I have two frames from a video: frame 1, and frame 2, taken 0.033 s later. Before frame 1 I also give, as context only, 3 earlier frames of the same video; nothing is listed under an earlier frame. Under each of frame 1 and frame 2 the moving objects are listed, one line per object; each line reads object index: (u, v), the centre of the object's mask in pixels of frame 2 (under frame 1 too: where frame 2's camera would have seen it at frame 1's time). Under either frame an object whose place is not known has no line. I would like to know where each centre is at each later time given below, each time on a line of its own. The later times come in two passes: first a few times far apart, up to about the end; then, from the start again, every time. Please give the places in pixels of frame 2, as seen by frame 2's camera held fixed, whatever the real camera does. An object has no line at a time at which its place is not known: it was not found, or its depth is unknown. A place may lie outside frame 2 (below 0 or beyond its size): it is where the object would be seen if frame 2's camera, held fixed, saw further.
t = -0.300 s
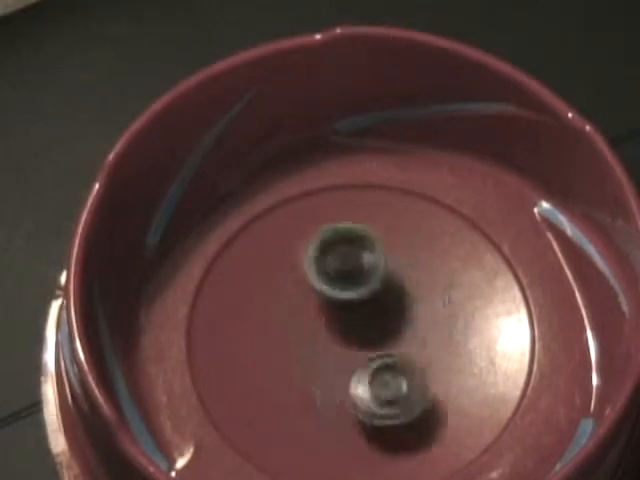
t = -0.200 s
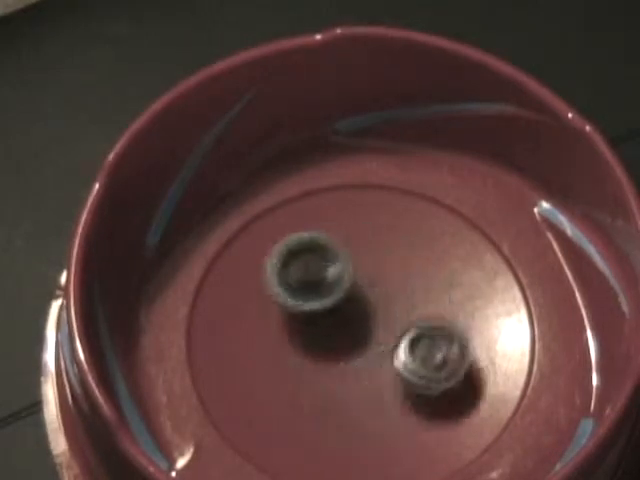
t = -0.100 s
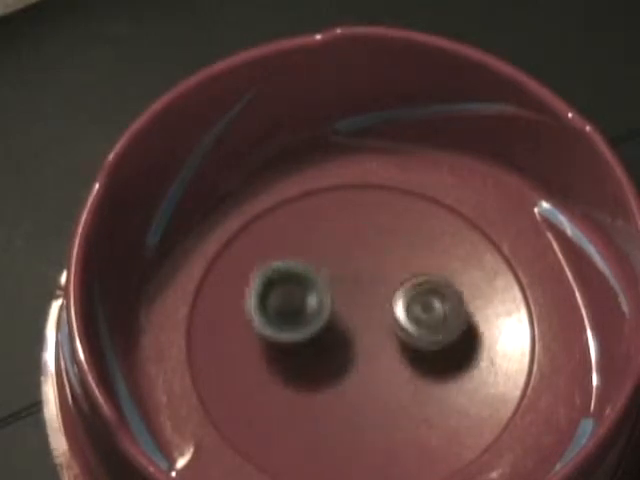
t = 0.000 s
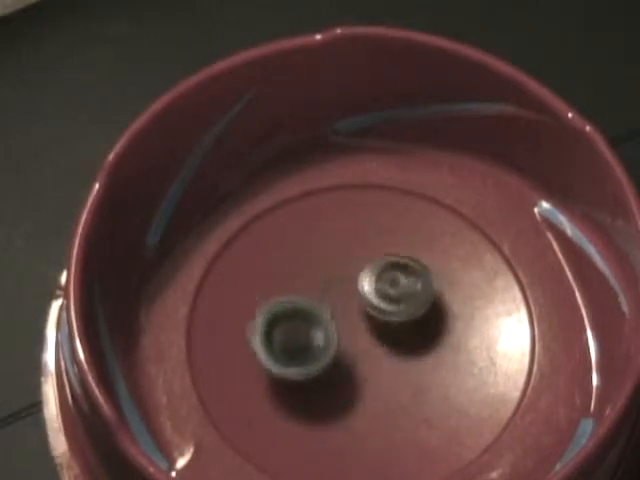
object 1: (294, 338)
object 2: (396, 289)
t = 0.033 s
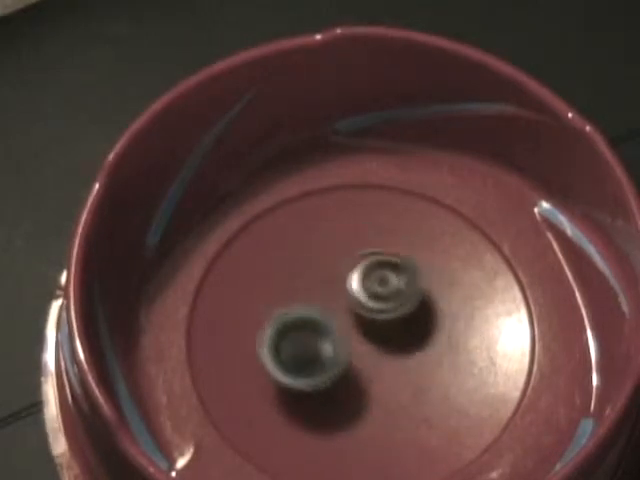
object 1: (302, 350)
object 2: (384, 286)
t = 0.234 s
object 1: (382, 370)
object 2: (342, 308)
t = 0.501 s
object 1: (435, 291)
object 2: (348, 355)
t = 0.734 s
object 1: (358, 258)
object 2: (383, 355)
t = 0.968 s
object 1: (282, 325)
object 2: (390, 331)
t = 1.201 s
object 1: (284, 403)
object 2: (403, 314)
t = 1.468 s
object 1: (400, 391)
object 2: (391, 309)
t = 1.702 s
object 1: (453, 327)
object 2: (343, 303)
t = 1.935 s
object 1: (415, 251)
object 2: (326, 335)
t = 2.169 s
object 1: (323, 271)
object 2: (354, 355)
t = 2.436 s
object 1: (325, 371)
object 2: (387, 341)
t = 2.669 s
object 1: (406, 392)
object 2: (369, 318)
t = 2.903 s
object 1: (435, 323)
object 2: (351, 317)
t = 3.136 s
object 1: (388, 260)
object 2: (336, 348)
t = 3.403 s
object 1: (304, 281)
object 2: (375, 357)
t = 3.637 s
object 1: (327, 357)
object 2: (381, 322)
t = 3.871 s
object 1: (409, 366)
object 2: (348, 316)
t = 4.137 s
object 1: (430, 295)
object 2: (355, 337)
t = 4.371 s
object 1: (354, 264)
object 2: (372, 344)
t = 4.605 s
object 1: (300, 322)
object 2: (379, 343)
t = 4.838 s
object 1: (355, 384)
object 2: (373, 321)
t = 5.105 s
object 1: (437, 355)
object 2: (352, 318)
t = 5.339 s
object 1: (401, 285)
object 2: (350, 337)
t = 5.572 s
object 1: (320, 264)
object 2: (373, 357)
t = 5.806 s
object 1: (288, 326)
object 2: (386, 336)
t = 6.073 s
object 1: (377, 369)
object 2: (360, 312)
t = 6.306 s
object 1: (441, 318)
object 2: (342, 332)
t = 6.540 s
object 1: (402, 265)
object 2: (359, 342)
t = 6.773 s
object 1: (329, 260)
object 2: (376, 356)
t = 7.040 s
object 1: (289, 328)
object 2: (383, 347)
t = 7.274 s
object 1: (306, 398)
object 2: (410, 325)
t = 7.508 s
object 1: (371, 425)
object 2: (408, 293)
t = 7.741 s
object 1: (420, 357)
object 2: (369, 308)
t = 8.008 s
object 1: (407, 271)
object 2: (344, 325)
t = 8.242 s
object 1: (342, 249)
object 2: (354, 343)
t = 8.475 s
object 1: (304, 300)
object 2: (367, 346)
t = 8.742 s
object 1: (274, 334)
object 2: (413, 363)
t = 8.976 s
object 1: (346, 365)
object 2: (416, 342)
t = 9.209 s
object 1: (344, 348)
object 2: (412, 340)
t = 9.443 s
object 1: (304, 312)
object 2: (365, 359)
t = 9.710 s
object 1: (270, 277)
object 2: (328, 348)
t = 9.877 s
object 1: (269, 251)
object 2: (324, 330)
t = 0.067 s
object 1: (314, 359)
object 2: (374, 286)
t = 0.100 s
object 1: (328, 365)
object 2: (365, 288)
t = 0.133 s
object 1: (341, 369)
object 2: (358, 292)
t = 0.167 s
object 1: (356, 371)
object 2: (352, 296)
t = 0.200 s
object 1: (370, 372)
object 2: (347, 302)
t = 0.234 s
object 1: (382, 370)
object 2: (342, 308)
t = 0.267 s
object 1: (396, 365)
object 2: (338, 314)
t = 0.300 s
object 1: (407, 357)
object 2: (335, 321)
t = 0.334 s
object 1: (421, 349)
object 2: (335, 327)
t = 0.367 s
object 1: (430, 339)
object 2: (336, 333)
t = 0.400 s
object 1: (436, 326)
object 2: (338, 339)
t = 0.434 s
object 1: (440, 312)
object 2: (342, 346)
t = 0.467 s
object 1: (438, 301)
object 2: (345, 351)
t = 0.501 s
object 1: (435, 291)
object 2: (348, 355)
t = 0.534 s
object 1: (429, 278)
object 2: (354, 358)
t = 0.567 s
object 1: (420, 268)
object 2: (359, 361)
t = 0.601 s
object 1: (409, 260)
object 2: (364, 361)
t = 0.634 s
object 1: (398, 255)
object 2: (370, 360)
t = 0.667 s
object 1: (383, 254)
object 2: (376, 360)
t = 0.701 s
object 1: (371, 254)
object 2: (380, 358)
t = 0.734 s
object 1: (358, 258)
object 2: (383, 355)
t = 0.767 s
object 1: (346, 265)
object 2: (383, 352)
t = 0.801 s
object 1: (335, 274)
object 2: (383, 348)
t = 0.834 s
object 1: (325, 284)
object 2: (380, 347)
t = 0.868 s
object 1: (318, 295)
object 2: (379, 343)
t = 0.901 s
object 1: (314, 306)
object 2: (378, 337)
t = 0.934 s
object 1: (303, 318)
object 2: (381, 332)
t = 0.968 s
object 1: (282, 325)
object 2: (390, 331)
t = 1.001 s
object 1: (270, 332)
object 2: (397, 331)
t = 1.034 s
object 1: (263, 341)
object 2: (402, 331)
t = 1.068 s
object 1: (262, 354)
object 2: (405, 327)
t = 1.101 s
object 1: (262, 367)
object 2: (406, 325)
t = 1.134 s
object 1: (267, 380)
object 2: (406, 322)
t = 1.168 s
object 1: (274, 392)
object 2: (404, 318)
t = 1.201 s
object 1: (284, 403)
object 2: (403, 314)
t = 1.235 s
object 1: (295, 412)
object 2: (402, 311)
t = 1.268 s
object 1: (309, 419)
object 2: (401, 308)
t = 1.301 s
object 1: (326, 422)
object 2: (401, 306)
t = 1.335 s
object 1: (342, 421)
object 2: (400, 306)
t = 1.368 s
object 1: (359, 419)
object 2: (398, 306)
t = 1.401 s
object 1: (373, 413)
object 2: (396, 306)
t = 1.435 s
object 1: (387, 403)
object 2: (393, 307)
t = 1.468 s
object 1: (400, 391)
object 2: (391, 309)
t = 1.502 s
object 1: (409, 379)
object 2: (386, 310)
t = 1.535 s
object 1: (415, 365)
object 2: (379, 308)
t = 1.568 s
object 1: (421, 354)
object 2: (374, 310)
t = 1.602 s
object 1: (434, 352)
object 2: (369, 309)
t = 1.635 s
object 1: (444, 346)
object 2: (359, 305)
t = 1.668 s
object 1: (450, 338)
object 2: (350, 303)
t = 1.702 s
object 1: (453, 327)
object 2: (343, 303)
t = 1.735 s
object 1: (454, 314)
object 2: (338, 305)
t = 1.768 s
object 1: (453, 302)
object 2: (333, 309)
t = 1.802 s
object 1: (451, 292)
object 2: (330, 313)
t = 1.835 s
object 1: (444, 280)
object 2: (328, 320)
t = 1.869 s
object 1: (436, 269)
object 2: (327, 324)
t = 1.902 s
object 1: (425, 259)
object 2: (326, 330)
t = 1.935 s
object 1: (415, 251)
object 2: (326, 335)
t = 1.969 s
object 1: (401, 245)
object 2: (328, 340)
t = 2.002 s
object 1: (388, 242)
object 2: (331, 344)
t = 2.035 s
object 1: (374, 243)
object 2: (334, 348)
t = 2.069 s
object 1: (360, 245)
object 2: (339, 350)
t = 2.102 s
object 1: (347, 251)
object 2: (344, 352)
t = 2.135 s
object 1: (336, 260)
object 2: (348, 354)
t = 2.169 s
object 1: (323, 271)
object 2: (354, 355)
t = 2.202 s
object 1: (315, 283)
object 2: (358, 356)
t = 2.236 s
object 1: (310, 295)
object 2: (363, 356)
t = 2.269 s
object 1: (307, 307)
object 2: (368, 357)
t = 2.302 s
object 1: (306, 321)
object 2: (374, 355)
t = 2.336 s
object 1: (308, 334)
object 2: (380, 353)
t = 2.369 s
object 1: (312, 347)
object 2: (384, 350)
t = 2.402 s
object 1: (317, 360)
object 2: (386, 346)
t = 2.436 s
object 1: (325, 371)
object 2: (387, 341)
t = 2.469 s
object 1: (334, 379)
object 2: (387, 337)
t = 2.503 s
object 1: (345, 386)
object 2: (385, 333)
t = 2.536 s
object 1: (357, 392)
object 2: (382, 329)
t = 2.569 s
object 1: (370, 395)
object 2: (378, 326)
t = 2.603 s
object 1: (382, 396)
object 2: (375, 324)
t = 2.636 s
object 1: (395, 395)
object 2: (372, 321)
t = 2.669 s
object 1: (406, 392)
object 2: (369, 318)
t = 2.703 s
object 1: (417, 386)
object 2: (366, 316)
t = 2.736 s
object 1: (427, 379)
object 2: (363, 314)
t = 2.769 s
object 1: (434, 370)
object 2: (361, 313)
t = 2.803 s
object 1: (438, 359)
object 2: (358, 312)
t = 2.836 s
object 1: (440, 347)
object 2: (355, 313)
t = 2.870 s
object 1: (439, 335)
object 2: (353, 315)
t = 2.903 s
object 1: (435, 323)
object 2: (351, 317)
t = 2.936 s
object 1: (430, 313)
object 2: (349, 319)
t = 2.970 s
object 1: (420, 303)
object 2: (348, 322)
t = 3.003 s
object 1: (409, 294)
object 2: (347, 326)
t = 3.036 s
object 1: (404, 284)
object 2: (346, 330)
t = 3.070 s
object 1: (401, 274)
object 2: (341, 338)
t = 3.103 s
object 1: (396, 267)
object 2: (337, 343)
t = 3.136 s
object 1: (388, 260)
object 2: (336, 348)
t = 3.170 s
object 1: (377, 256)
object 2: (337, 351)
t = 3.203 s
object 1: (364, 253)
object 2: (340, 352)
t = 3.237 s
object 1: (352, 253)
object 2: (346, 355)
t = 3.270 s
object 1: (340, 254)
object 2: (351, 356)
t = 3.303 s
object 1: (328, 258)
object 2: (358, 357)
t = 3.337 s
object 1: (318, 265)
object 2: (364, 358)
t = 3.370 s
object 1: (310, 272)
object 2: (370, 358)
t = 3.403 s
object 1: (304, 281)
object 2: (375, 357)
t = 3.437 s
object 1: (300, 293)
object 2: (379, 355)
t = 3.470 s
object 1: (298, 304)
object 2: (382, 353)
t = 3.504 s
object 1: (299, 316)
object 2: (383, 346)
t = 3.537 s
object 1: (303, 328)
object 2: (383, 342)
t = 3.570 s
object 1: (309, 338)
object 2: (384, 336)
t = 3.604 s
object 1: (318, 348)
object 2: (384, 329)
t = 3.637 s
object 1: (327, 357)
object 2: (381, 322)
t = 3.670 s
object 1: (338, 364)
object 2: (376, 316)
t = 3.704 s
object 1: (350, 370)
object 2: (369, 312)
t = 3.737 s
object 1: (363, 373)
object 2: (364, 310)
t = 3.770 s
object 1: (375, 374)
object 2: (359, 311)
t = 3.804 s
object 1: (387, 373)
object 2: (354, 312)
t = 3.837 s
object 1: (399, 370)
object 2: (350, 314)
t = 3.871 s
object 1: (409, 366)
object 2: (348, 316)
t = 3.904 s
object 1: (420, 360)
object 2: (346, 319)
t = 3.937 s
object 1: (429, 353)
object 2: (344, 322)
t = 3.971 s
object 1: (436, 344)
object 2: (342, 325)
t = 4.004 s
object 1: (442, 333)
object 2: (342, 328)
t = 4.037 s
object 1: (442, 323)
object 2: (344, 332)
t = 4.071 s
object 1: (441, 312)
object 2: (345, 335)
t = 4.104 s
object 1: (437, 303)
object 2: (350, 336)
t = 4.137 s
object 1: (430, 295)
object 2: (355, 337)
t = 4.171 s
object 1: (421, 286)
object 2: (360, 338)
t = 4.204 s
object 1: (411, 279)
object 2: (363, 338)
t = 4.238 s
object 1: (400, 275)
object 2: (366, 339)
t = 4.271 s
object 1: (387, 273)
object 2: (369, 340)
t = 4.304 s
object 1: (376, 266)
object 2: (369, 342)
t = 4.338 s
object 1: (366, 263)
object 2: (370, 344)
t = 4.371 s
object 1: (354, 264)
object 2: (372, 344)
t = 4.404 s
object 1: (341, 267)
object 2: (373, 346)
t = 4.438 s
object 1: (331, 271)
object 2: (374, 346)
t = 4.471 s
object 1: (320, 278)
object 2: (375, 346)
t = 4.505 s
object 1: (311, 288)
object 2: (376, 346)
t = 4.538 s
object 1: (305, 297)
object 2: (377, 345)
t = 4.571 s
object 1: (301, 310)
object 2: (378, 344)
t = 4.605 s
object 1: (300, 322)
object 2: (379, 343)
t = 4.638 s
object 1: (302, 332)
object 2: (380, 340)
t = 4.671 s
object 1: (306, 342)
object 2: (380, 337)
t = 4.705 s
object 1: (313, 352)
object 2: (381, 333)
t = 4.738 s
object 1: (323, 362)
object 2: (380, 330)
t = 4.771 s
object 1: (333, 370)
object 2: (378, 327)
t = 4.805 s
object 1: (346, 378)
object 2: (375, 324)
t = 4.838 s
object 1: (355, 384)
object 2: (373, 321)
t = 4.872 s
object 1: (367, 388)
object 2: (370, 319)
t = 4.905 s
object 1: (379, 389)
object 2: (368, 318)
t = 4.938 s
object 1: (391, 387)
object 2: (366, 316)
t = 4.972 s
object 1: (403, 384)
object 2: (364, 315)
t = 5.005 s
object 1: (414, 378)
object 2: (361, 315)
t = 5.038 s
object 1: (423, 373)
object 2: (358, 315)
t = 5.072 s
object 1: (431, 364)
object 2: (356, 316)
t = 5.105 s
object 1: (437, 355)
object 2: (352, 318)
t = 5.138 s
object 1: (440, 343)
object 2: (350, 320)
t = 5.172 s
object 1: (440, 332)
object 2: (348, 323)
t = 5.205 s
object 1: (436, 320)
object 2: (347, 325)
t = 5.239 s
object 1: (432, 310)
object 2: (346, 327)
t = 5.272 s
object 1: (422, 300)
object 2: (346, 331)
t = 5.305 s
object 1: (412, 292)
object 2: (348, 334)
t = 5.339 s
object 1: (401, 285)
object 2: (350, 337)
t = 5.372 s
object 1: (388, 278)
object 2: (355, 338)
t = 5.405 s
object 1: (375, 275)
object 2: (360, 341)
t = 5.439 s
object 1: (366, 267)
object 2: (363, 345)
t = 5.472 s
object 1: (356, 262)
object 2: (365, 349)
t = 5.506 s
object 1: (344, 260)
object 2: (367, 352)
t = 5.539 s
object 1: (331, 262)
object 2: (370, 355)
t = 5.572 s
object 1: (320, 264)
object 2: (373, 357)
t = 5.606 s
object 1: (309, 269)
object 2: (378, 356)
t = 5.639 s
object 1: (301, 275)
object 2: (381, 355)
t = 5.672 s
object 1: (292, 283)
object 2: (384, 352)
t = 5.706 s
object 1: (287, 293)
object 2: (386, 348)
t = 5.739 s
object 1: (285, 305)
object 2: (387, 345)
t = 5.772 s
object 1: (286, 315)
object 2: (387, 340)
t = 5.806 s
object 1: (288, 326)
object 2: (386, 336)
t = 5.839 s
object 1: (292, 336)
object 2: (384, 332)
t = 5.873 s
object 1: (301, 347)
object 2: (382, 328)
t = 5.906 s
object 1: (312, 355)
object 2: (381, 325)
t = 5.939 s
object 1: (324, 361)
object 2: (379, 320)
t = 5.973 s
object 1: (337, 366)
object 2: (377, 316)
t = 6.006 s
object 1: (351, 369)
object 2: (372, 313)
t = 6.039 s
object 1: (365, 371)
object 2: (366, 312)
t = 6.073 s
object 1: (377, 369)
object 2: (360, 312)
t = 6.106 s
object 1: (388, 367)
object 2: (355, 315)
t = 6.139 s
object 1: (401, 361)
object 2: (350, 318)
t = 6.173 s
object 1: (412, 355)
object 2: (348, 321)
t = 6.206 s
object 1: (421, 348)
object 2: (346, 324)
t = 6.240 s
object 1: (430, 339)
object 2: (345, 326)
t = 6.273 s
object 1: (438, 329)
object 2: (343, 329)
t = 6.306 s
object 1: (441, 318)
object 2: (342, 332)
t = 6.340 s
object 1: (442, 307)
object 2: (342, 334)
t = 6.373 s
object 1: (440, 299)
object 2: (343, 337)
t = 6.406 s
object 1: (436, 290)
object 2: (345, 339)
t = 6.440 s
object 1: (430, 282)
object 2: (348, 341)
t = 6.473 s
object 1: (422, 274)
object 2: (352, 342)
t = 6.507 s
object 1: (413, 268)
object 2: (356, 342)
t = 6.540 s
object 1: (402, 265)
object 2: (359, 342)
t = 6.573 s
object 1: (390, 264)
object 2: (361, 343)
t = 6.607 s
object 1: (379, 266)
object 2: (364, 342)
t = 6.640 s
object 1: (368, 270)
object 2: (366, 342)
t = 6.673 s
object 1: (358, 274)
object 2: (370, 341)
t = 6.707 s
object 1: (348, 267)
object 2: (371, 345)
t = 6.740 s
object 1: (337, 261)
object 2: (373, 350)
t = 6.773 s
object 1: (329, 260)
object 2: (376, 356)
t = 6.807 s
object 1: (319, 264)
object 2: (379, 359)
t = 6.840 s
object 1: (308, 270)
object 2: (381, 360)
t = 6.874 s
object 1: (301, 277)
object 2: (382, 360)
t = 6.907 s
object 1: (294, 286)
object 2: (383, 359)
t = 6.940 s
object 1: (289, 296)
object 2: (383, 357)
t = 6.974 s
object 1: (287, 306)
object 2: (383, 354)
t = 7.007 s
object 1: (287, 317)
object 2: (383, 351)
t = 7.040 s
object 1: (289, 328)
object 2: (383, 347)
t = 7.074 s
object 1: (293, 338)
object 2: (382, 344)
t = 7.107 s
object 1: (300, 348)
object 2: (381, 345)
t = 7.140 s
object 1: (310, 358)
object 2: (382, 343)
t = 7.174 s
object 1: (321, 364)
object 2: (384, 341)
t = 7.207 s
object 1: (323, 377)
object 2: (386, 337)
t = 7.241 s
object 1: (309, 391)
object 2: (399, 330)
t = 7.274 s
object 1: (306, 398)
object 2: (410, 325)
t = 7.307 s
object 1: (307, 405)
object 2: (415, 319)
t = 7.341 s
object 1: (313, 411)
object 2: (419, 313)
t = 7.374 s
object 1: (322, 418)
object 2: (419, 307)
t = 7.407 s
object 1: (334, 422)
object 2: (417, 303)
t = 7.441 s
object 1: (346, 424)
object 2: (415, 299)
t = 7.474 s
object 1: (359, 425)
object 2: (412, 295)
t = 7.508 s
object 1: (371, 425)
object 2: (408, 293)
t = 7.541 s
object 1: (383, 420)
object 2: (403, 293)
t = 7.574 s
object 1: (394, 412)
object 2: (397, 293)
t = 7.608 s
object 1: (404, 405)
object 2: (392, 294)
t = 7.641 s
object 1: (411, 392)
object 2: (387, 297)
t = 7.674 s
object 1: (416, 380)
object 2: (381, 301)
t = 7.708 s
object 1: (419, 368)
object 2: (375, 305)
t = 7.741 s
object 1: (420, 357)
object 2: (369, 308)
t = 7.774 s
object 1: (420, 343)
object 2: (361, 313)
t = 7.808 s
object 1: (421, 332)
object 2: (354, 317)
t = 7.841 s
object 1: (425, 325)
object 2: (351, 318)
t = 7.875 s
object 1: (426, 315)
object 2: (348, 318)
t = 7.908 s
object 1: (424, 304)
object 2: (346, 319)
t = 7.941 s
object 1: (420, 292)
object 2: (344, 321)
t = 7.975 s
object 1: (414, 282)
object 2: (344, 324)
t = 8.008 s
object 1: (407, 271)
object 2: (344, 325)
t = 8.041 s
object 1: (400, 264)
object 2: (344, 327)
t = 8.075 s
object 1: (391, 256)
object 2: (344, 333)
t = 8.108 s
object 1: (381, 251)
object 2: (345, 336)
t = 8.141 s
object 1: (371, 247)
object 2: (347, 338)
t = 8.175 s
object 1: (362, 246)
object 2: (349, 339)
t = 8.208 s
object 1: (352, 246)
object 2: (352, 341)
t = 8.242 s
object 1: (342, 249)
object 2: (354, 343)
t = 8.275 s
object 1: (335, 252)
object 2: (356, 344)
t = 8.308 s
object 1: (326, 258)
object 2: (357, 345)
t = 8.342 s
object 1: (320, 266)
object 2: (358, 345)
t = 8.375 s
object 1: (314, 274)
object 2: (360, 344)
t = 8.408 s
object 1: (310, 285)
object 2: (361, 345)
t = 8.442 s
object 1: (309, 294)
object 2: (363, 345)
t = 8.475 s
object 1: (304, 300)
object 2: (367, 346)
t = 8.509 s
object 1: (288, 294)
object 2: (376, 354)
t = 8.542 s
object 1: (278, 291)
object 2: (388, 361)
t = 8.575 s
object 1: (273, 293)
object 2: (395, 366)
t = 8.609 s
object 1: (269, 300)
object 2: (400, 367)
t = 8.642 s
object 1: (268, 308)
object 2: (404, 367)
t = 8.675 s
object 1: (267, 316)
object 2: (408, 367)
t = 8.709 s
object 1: (270, 326)
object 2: (410, 364)
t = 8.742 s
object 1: (274, 334)
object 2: (413, 363)
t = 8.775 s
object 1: (280, 342)
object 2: (415, 362)
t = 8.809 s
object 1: (288, 349)
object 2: (416, 359)
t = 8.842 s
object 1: (297, 357)
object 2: (416, 357)
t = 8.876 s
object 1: (309, 360)
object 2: (415, 354)
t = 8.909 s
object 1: (319, 364)
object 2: (415, 350)
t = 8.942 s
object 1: (331, 365)
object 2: (414, 347)
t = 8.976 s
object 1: (346, 365)
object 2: (416, 342)
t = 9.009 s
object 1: (354, 362)
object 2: (417, 337)
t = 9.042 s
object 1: (350, 364)
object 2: (416, 339)
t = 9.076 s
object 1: (346, 361)
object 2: (417, 339)
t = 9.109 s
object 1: (344, 358)
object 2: (416, 339)
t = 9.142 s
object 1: (344, 356)
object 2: (415, 340)
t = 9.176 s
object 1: (344, 352)
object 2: (415, 340)
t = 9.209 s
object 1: (344, 348)
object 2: (412, 340)
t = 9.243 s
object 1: (339, 345)
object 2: (409, 342)
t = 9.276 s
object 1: (334, 342)
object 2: (407, 345)
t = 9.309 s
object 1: (326, 334)
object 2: (399, 350)
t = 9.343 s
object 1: (319, 324)
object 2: (391, 355)
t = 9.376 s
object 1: (313, 318)
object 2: (380, 357)
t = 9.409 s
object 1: (308, 314)
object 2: (372, 360)
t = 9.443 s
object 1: (304, 312)
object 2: (365, 359)
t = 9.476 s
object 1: (299, 309)
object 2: (357, 359)
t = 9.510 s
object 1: (294, 306)
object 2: (352, 358)
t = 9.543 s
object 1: (290, 302)
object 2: (347, 357)
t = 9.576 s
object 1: (285, 298)
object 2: (342, 357)
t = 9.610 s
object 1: (280, 293)
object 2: (338, 354)
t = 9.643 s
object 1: (276, 288)
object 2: (334, 353)
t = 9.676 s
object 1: (272, 282)
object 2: (331, 351)
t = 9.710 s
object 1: (270, 277)
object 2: (328, 348)
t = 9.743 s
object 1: (268, 271)
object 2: (326, 345)
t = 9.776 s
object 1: (268, 266)
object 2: (326, 341)
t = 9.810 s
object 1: (268, 260)
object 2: (324, 338)
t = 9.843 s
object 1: (268, 254)
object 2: (325, 333)
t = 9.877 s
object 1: (269, 251)
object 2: (324, 330)
